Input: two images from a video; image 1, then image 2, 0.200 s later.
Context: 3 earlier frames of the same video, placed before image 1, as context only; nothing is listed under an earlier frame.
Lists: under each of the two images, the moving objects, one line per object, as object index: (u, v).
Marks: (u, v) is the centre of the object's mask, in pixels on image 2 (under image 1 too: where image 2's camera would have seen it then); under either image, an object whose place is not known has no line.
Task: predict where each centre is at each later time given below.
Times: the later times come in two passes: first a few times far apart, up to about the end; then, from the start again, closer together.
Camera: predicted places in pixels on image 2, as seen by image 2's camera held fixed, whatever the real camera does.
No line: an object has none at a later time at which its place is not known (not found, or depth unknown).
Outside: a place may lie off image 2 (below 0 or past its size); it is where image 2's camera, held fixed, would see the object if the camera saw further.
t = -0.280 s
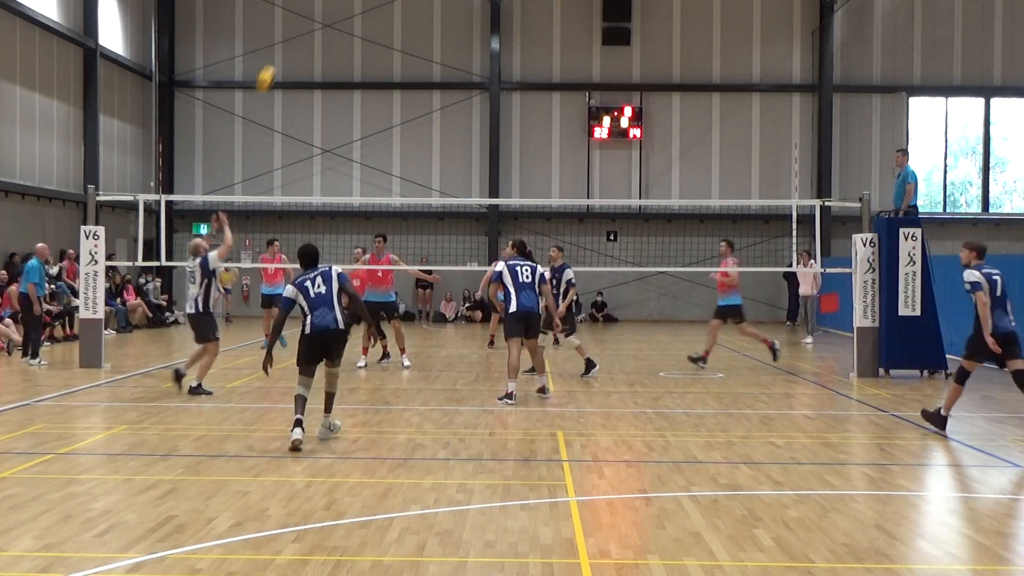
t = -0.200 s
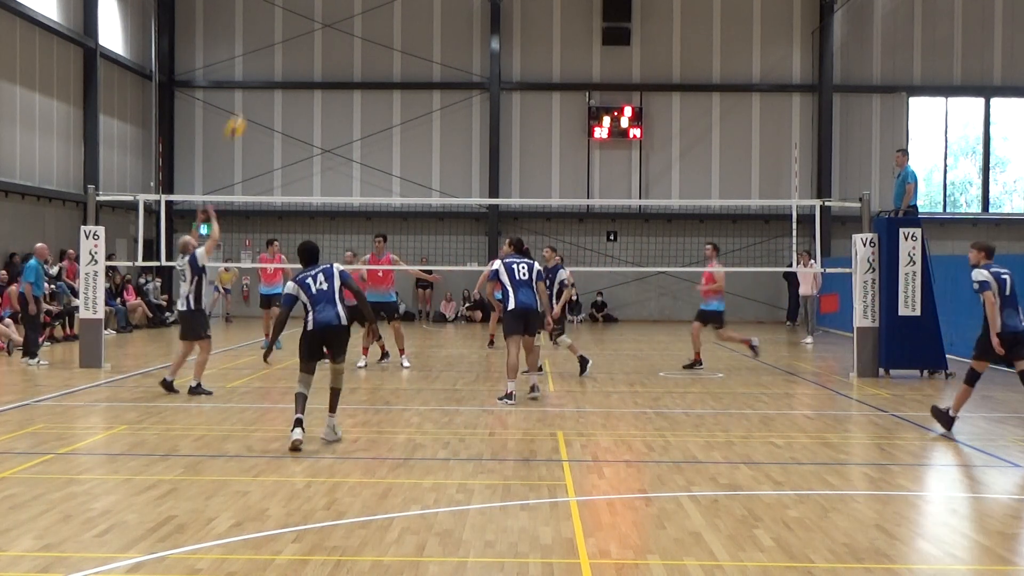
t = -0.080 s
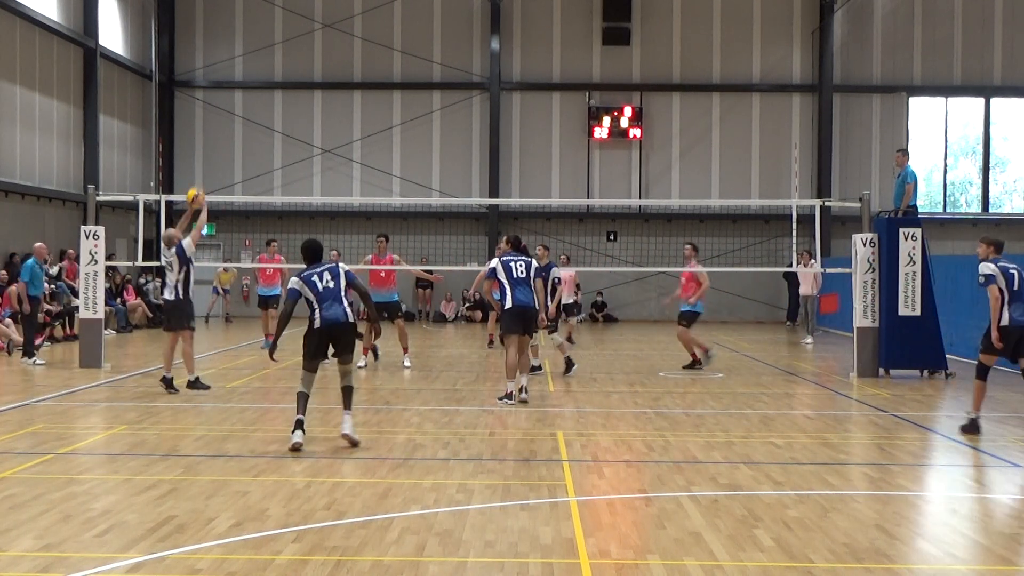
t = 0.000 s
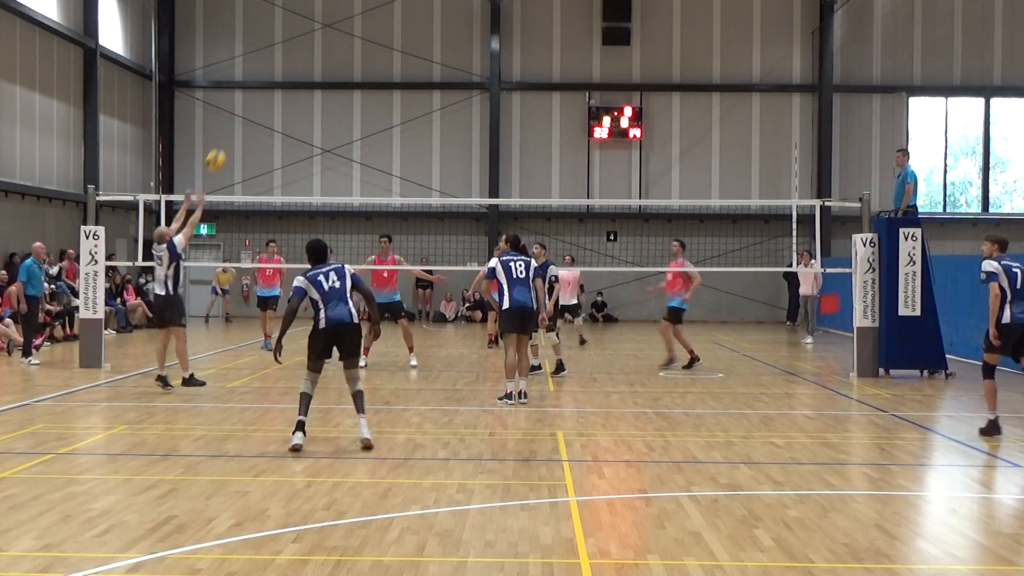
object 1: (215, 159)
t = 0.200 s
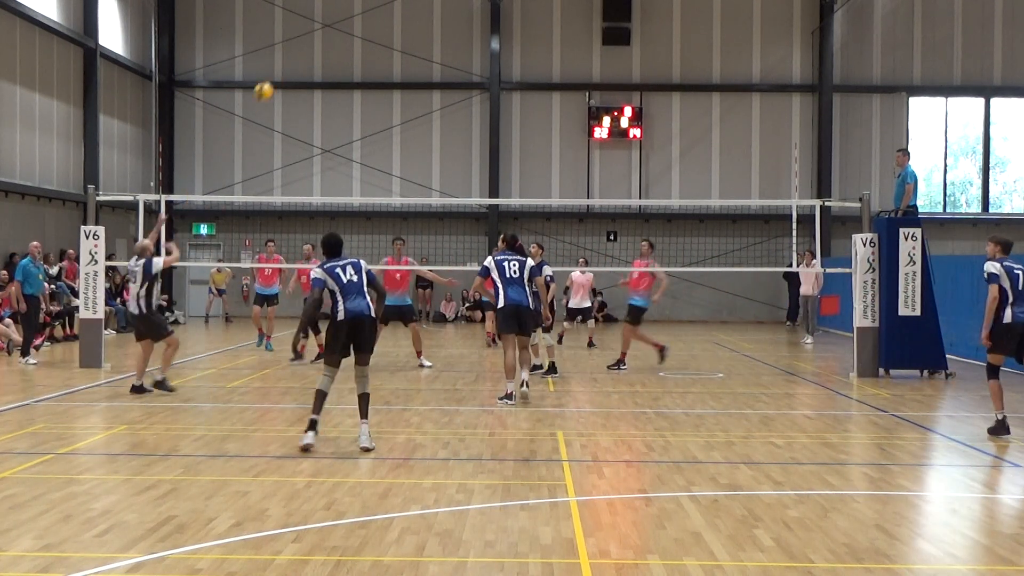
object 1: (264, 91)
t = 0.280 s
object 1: (282, 74)
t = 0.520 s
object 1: (332, 53)
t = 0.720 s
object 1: (370, 70)
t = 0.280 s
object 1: (282, 74)
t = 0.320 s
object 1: (290, 67)
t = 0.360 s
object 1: (300, 61)
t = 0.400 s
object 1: (307, 58)
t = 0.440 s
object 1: (316, 55)
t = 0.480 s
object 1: (324, 53)
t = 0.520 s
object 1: (332, 53)
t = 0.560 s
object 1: (340, 54)
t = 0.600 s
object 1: (348, 56)
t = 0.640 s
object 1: (355, 60)
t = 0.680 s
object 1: (363, 64)
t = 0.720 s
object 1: (370, 70)
